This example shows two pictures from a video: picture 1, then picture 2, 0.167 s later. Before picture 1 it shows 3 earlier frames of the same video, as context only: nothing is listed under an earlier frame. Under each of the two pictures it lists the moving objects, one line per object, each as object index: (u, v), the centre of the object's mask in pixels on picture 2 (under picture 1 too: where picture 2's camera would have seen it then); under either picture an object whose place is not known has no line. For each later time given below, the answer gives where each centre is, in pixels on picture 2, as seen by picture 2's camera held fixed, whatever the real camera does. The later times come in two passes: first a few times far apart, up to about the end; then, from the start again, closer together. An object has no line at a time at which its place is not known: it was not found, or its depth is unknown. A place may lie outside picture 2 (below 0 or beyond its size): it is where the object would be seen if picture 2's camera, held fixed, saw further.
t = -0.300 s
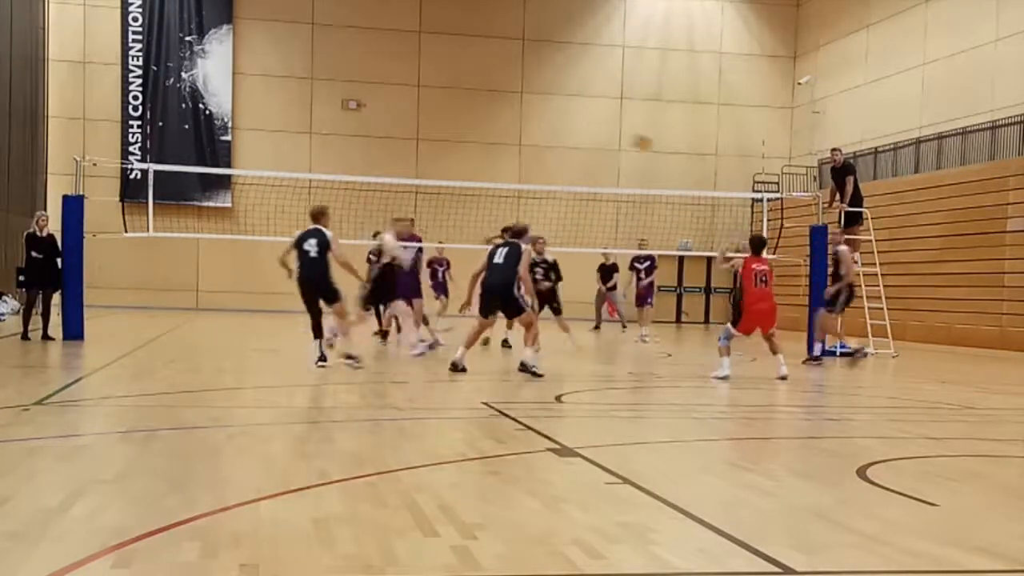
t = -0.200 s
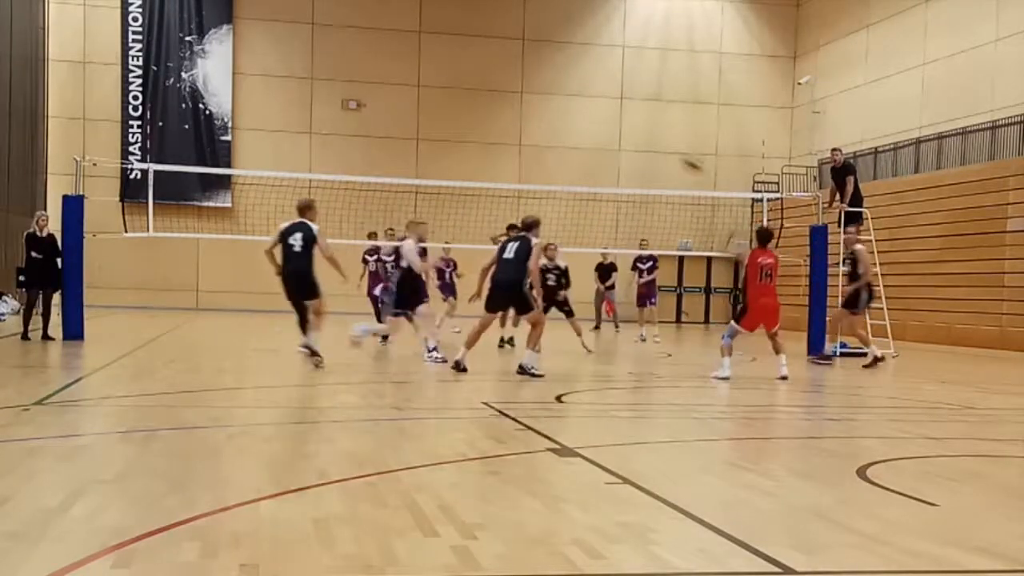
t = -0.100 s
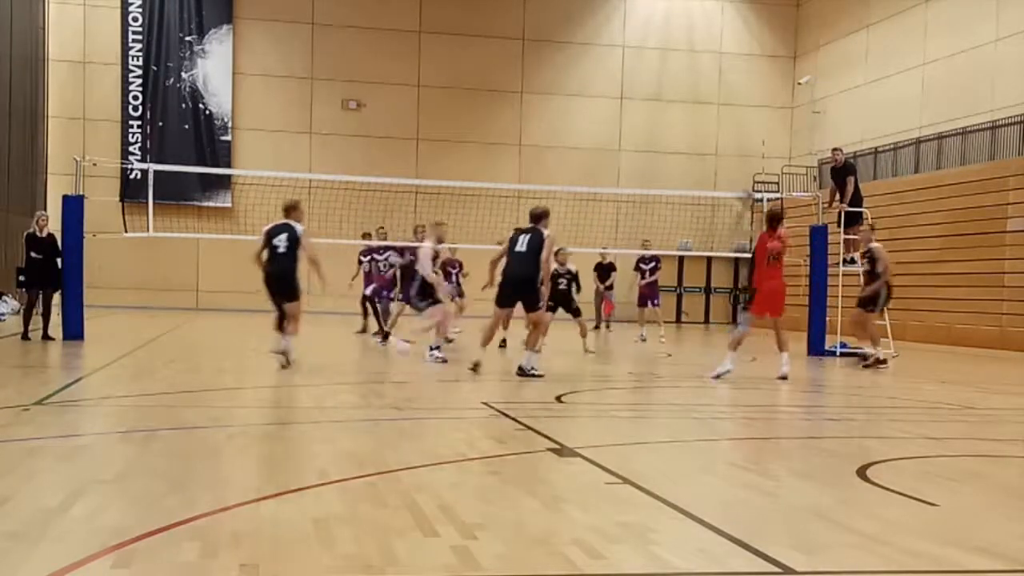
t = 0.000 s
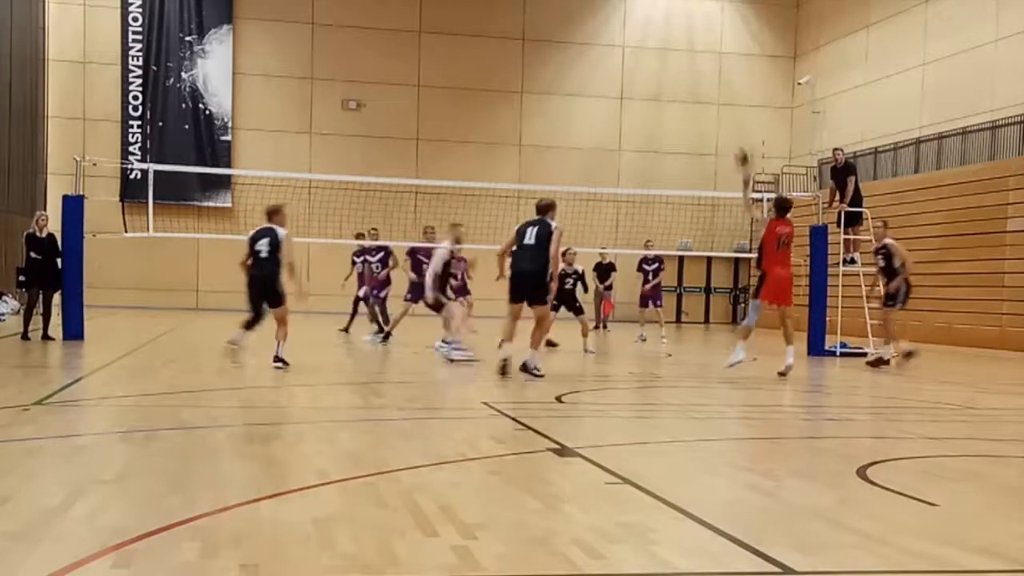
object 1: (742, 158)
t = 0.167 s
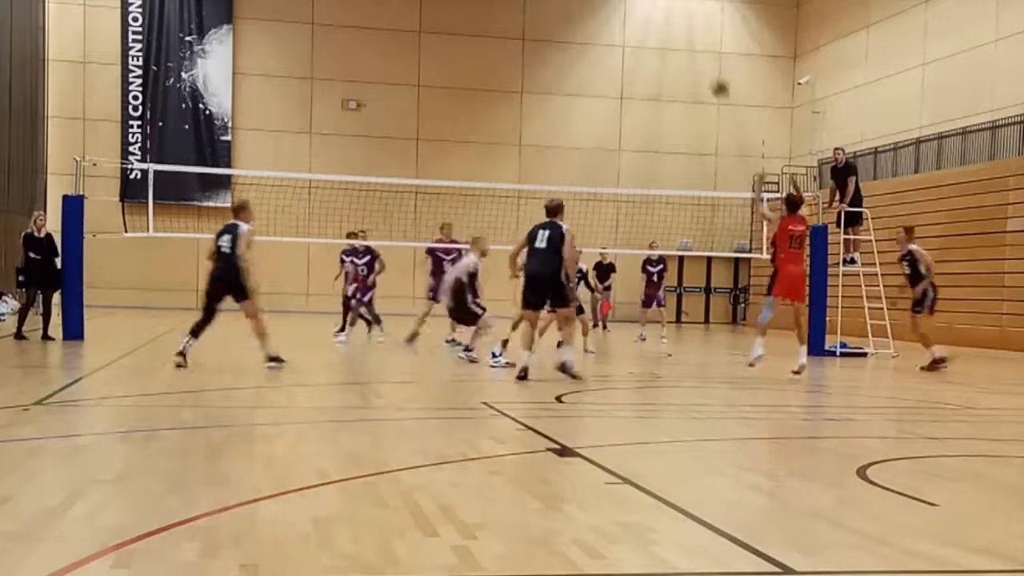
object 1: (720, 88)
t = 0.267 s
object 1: (705, 59)
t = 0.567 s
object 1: (665, 29)
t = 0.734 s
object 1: (643, 43)
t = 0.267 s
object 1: (705, 59)
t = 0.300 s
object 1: (700, 52)
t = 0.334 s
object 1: (696, 46)
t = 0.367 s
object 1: (692, 41)
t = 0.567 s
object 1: (665, 29)
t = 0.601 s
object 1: (661, 30)
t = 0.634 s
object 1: (656, 32)
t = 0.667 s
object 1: (652, 35)
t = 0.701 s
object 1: (647, 38)
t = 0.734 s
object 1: (643, 43)
